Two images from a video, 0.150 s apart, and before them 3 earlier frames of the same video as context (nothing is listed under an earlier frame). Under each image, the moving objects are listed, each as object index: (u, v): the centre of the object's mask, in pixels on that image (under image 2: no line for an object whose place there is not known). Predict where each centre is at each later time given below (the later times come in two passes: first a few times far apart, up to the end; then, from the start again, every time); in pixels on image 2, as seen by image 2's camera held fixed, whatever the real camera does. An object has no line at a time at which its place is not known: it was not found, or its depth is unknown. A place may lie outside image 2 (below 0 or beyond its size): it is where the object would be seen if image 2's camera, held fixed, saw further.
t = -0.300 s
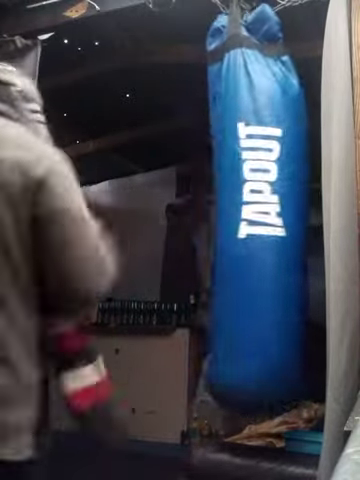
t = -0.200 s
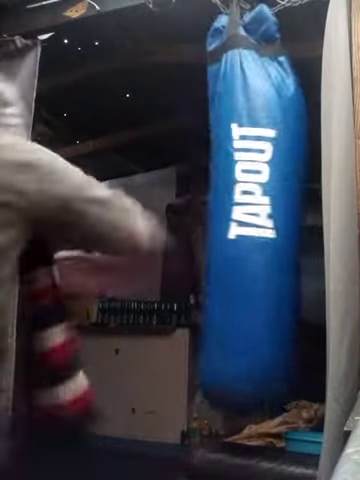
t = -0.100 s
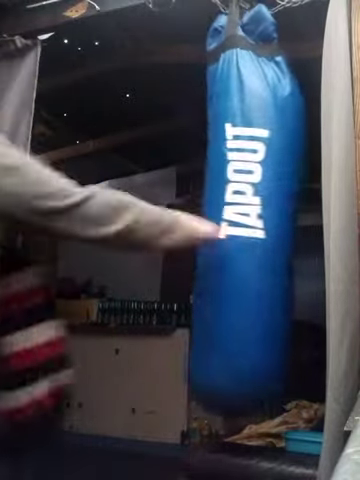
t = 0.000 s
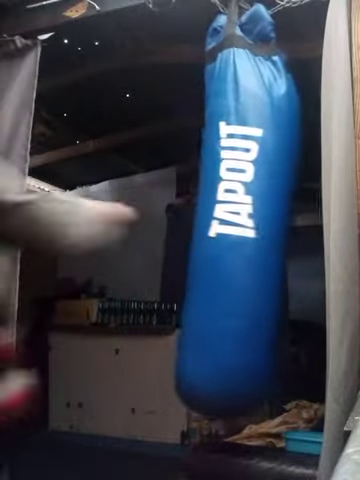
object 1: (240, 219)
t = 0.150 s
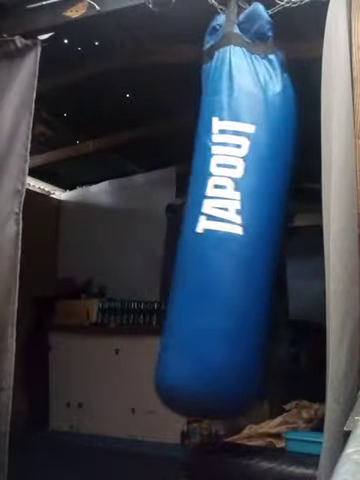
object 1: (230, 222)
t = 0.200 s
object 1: (227, 222)
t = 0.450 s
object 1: (217, 228)
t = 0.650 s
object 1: (217, 230)
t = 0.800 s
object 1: (224, 230)
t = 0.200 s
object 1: (227, 222)
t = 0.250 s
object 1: (224, 223)
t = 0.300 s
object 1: (222, 224)
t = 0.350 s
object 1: (219, 226)
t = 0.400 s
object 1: (218, 227)
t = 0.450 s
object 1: (217, 228)
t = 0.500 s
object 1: (216, 228)
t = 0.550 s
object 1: (216, 228)
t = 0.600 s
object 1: (216, 229)
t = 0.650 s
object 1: (217, 230)
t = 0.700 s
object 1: (218, 229)
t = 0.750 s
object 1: (221, 230)
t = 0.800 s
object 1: (224, 230)
